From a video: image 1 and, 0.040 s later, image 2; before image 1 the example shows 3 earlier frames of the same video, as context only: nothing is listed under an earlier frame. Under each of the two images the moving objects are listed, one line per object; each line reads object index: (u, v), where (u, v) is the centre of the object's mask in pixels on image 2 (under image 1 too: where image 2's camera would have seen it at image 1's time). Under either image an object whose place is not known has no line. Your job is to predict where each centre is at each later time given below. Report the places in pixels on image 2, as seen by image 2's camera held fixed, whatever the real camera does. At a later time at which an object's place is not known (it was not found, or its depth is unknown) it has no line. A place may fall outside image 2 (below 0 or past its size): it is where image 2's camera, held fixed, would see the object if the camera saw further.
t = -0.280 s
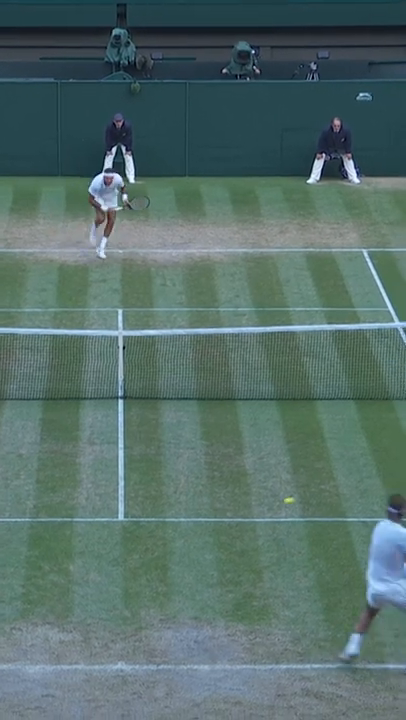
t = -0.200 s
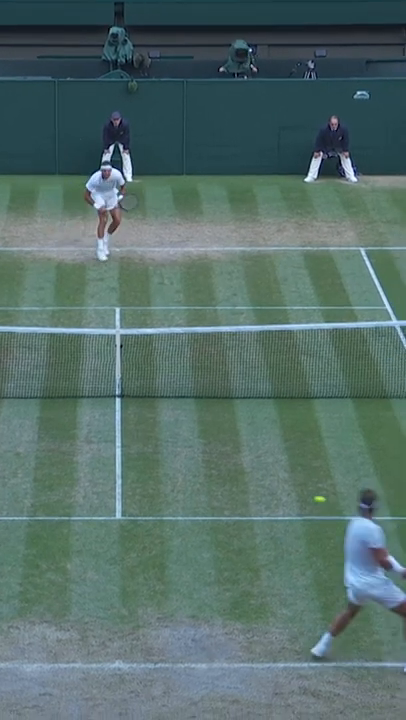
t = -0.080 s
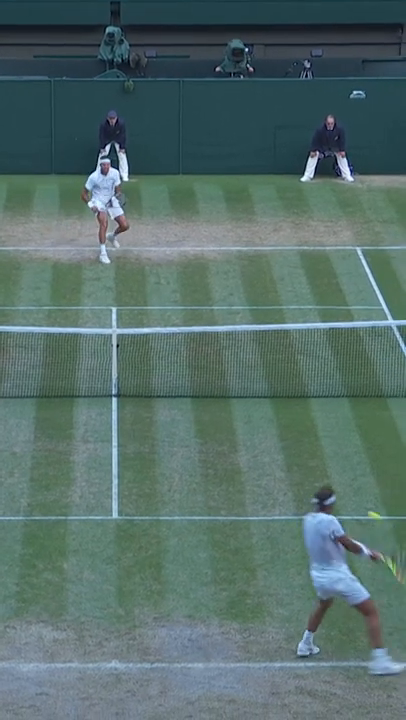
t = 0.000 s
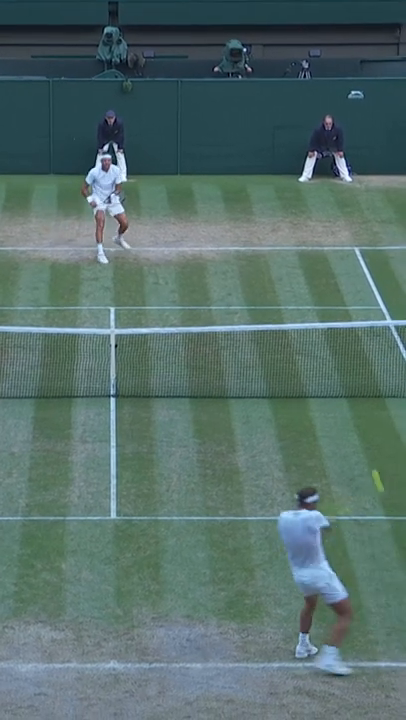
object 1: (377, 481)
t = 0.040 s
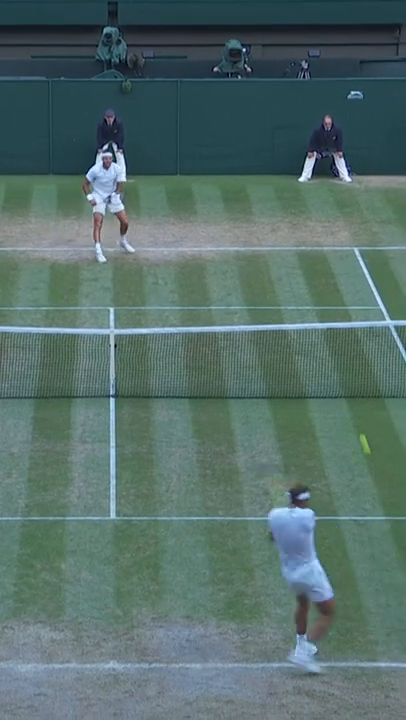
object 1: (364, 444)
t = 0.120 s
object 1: (344, 384)
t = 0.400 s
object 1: (306, 270)
